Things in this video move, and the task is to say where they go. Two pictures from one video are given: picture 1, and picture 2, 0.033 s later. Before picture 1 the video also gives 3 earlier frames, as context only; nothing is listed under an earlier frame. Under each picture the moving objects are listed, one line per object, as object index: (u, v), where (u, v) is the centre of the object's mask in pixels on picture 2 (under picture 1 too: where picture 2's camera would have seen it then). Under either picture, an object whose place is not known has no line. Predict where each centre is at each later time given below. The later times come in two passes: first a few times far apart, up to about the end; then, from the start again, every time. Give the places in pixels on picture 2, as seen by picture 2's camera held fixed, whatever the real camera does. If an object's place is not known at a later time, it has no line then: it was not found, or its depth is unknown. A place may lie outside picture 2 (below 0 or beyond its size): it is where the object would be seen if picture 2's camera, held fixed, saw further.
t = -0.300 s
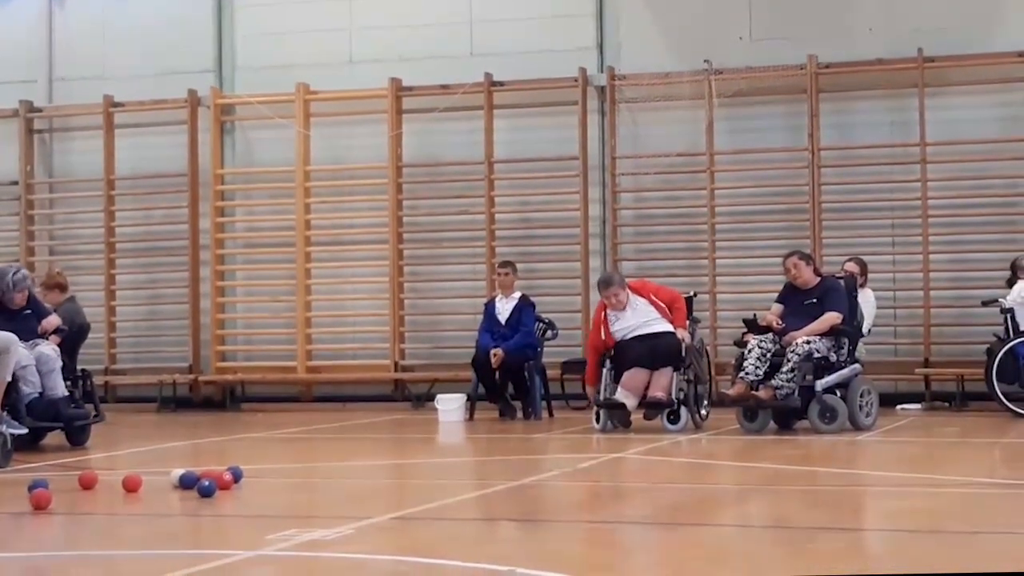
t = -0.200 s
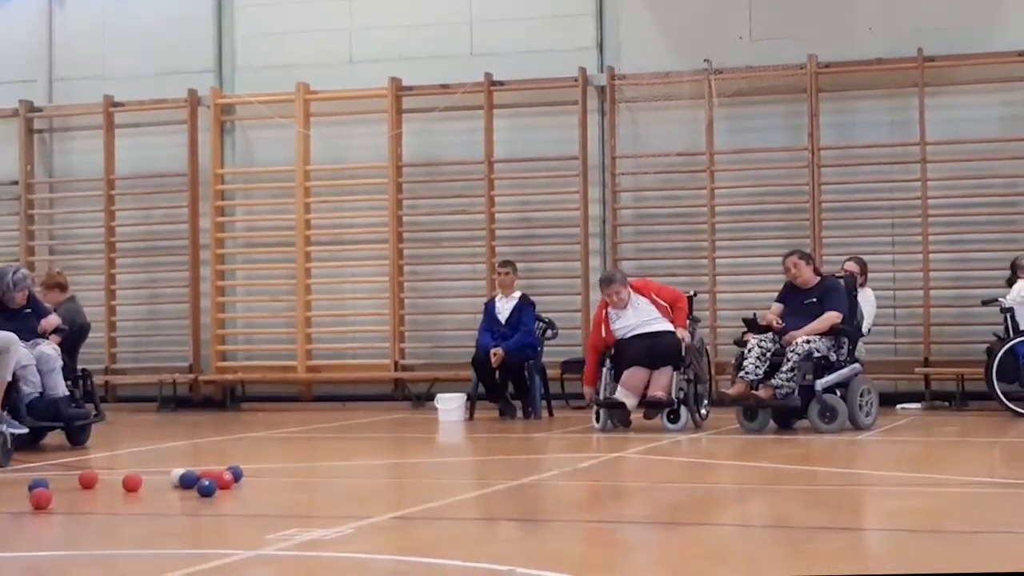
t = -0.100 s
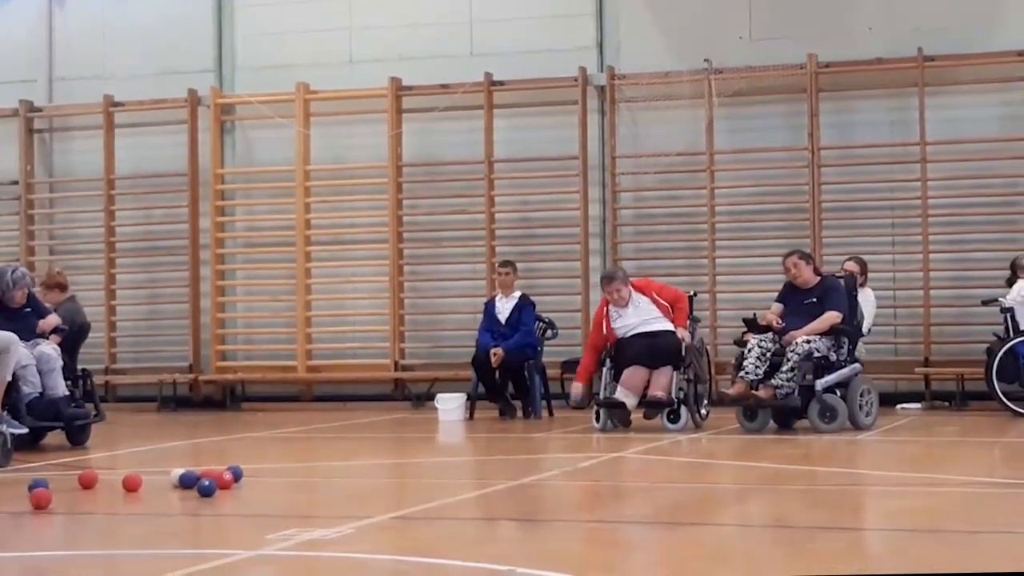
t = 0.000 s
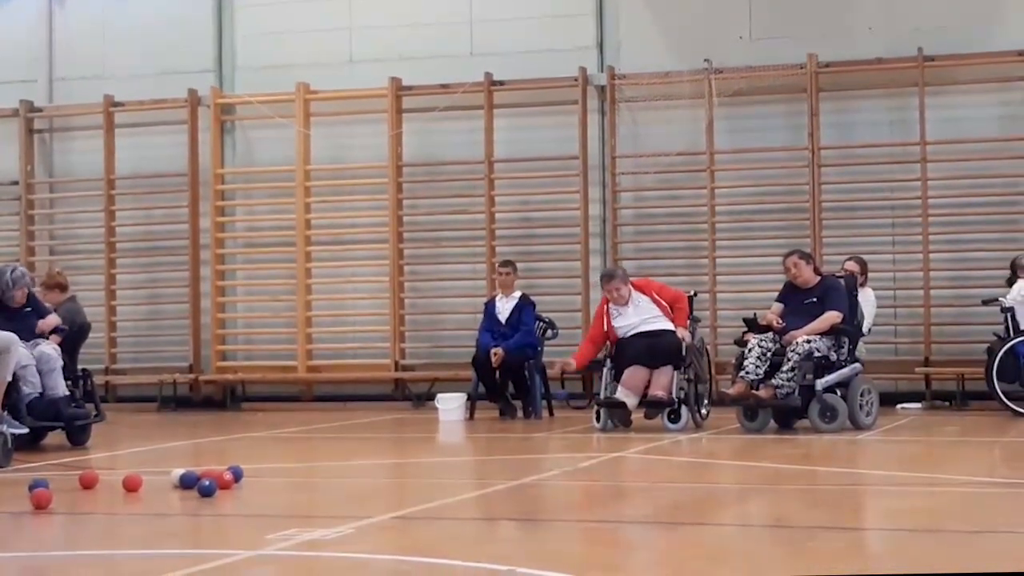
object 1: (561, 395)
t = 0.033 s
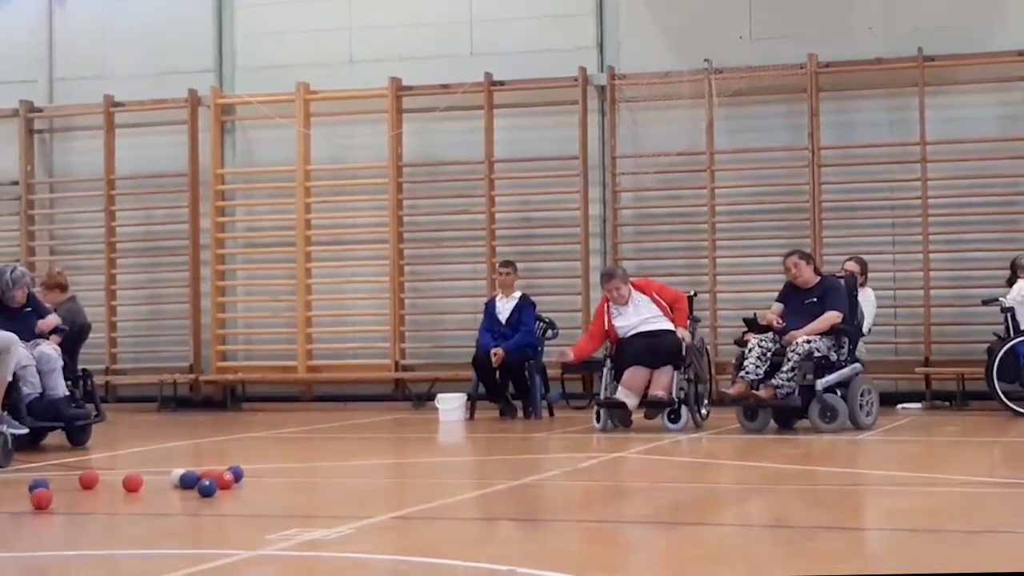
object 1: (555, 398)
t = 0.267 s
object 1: (506, 430)
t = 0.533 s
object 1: (462, 442)
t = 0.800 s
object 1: (416, 450)
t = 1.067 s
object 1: (370, 458)
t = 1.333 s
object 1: (324, 465)
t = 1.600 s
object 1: (279, 472)
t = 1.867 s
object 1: (239, 477)
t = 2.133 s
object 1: (244, 481)
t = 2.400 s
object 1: (250, 483)
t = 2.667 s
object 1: (251, 485)
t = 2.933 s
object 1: (253, 485)
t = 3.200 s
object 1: (253, 485)
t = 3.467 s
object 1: (252, 485)
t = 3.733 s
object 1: (252, 485)
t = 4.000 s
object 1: (252, 485)
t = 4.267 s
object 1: (252, 485)
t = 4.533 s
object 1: (252, 485)
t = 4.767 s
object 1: (252, 485)
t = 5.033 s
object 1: (252, 485)
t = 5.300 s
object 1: (252, 485)
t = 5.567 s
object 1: (252, 485)
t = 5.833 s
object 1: (251, 485)
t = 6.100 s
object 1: (252, 485)
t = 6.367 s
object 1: (252, 485)
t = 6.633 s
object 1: (252, 485)
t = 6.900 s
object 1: (252, 485)
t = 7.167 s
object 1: (252, 485)
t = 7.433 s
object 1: (252, 485)
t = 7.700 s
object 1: (252, 485)
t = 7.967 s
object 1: (252, 485)
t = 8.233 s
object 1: (252, 484)
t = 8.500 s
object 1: (252, 484)
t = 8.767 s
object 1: (252, 484)
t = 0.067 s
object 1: (545, 402)
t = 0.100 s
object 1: (538, 410)
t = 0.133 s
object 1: (531, 414)
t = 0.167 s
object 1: (525, 425)
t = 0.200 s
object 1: (517, 434)
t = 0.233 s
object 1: (511, 431)
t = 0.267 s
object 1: (506, 430)
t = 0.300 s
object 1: (501, 431)
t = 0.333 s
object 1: (495, 434)
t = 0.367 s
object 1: (490, 438)
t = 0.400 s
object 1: (484, 438)
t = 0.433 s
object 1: (479, 438)
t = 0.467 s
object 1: (473, 440)
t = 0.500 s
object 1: (467, 441)
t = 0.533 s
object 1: (462, 442)
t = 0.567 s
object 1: (456, 443)
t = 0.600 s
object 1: (450, 444)
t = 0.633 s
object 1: (444, 445)
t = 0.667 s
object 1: (439, 446)
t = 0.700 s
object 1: (433, 447)
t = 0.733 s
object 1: (428, 448)
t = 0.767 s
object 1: (422, 449)
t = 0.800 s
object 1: (416, 450)
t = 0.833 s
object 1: (411, 450)
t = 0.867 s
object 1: (405, 451)
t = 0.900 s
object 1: (399, 453)
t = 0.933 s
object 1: (394, 453)
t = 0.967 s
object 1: (388, 455)
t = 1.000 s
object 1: (382, 455)
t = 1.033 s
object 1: (376, 456)
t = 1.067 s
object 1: (370, 458)
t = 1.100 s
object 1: (365, 459)
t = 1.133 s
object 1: (359, 460)
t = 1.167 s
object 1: (353, 460)
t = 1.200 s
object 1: (347, 462)
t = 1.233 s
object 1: (341, 462)
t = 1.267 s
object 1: (336, 463)
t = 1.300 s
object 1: (330, 464)
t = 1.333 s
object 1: (324, 465)
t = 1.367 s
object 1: (318, 467)
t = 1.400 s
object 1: (313, 467)
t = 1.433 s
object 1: (307, 468)
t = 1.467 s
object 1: (302, 469)
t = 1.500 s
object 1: (296, 470)
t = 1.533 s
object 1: (290, 471)
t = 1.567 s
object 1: (284, 471)
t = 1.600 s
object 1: (279, 472)
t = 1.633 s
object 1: (274, 473)
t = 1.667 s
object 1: (268, 474)
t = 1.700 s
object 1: (262, 475)
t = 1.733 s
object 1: (257, 476)
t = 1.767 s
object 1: (252, 476)
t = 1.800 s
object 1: (246, 478)
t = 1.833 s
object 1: (241, 478)
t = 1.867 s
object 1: (239, 477)
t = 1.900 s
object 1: (239, 477)
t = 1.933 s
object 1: (240, 479)
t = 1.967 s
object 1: (241, 479)
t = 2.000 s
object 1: (241, 479)
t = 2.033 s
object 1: (241, 479)
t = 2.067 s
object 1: (242, 481)
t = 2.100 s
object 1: (244, 481)
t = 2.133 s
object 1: (244, 481)
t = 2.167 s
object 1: (245, 482)
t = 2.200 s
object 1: (246, 482)
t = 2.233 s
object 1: (247, 482)
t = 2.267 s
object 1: (248, 482)
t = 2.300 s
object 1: (249, 482)
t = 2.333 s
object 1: (249, 483)
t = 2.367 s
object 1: (249, 483)
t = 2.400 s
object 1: (250, 483)
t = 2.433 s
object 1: (250, 483)
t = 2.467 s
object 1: (250, 484)
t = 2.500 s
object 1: (250, 484)
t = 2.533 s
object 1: (250, 484)
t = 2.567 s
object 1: (250, 484)
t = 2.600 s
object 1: (250, 484)
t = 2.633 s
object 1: (251, 484)
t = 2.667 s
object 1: (251, 485)
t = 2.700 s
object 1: (252, 485)
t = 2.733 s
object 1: (252, 485)
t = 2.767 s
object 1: (252, 485)
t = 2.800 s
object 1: (252, 485)
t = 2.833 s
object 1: (252, 485)
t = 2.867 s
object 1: (252, 485)
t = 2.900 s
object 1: (253, 485)
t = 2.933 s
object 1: (253, 485)
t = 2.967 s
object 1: (253, 485)
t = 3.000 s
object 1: (253, 485)
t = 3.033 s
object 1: (253, 485)
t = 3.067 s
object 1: (253, 485)
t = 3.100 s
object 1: (253, 485)
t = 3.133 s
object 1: (253, 485)
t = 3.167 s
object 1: (253, 485)
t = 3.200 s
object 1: (253, 485)
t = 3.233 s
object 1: (253, 485)
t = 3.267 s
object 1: (253, 485)
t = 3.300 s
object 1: (253, 485)
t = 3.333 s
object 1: (253, 485)
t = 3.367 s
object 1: (253, 485)
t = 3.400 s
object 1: (252, 485)
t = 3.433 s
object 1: (252, 485)
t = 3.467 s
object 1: (252, 485)
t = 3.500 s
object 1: (252, 485)
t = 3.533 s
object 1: (252, 485)
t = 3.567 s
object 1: (252, 485)
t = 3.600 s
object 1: (252, 485)
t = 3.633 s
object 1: (252, 485)
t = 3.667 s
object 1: (252, 485)
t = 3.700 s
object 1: (252, 485)
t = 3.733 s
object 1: (252, 485)
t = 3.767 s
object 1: (252, 485)
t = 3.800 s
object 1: (252, 485)
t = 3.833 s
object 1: (252, 485)
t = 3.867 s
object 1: (252, 485)
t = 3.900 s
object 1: (252, 485)
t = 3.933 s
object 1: (252, 485)
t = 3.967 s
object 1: (252, 485)
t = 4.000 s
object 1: (252, 485)
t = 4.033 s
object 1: (252, 485)
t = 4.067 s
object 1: (252, 485)
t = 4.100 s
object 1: (252, 485)
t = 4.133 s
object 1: (252, 485)
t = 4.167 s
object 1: (252, 485)
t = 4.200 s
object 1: (252, 485)
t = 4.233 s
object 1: (252, 485)
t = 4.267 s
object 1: (252, 485)
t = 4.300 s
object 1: (252, 485)
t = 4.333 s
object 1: (252, 485)
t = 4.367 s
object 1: (252, 485)
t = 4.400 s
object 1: (252, 485)
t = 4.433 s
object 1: (252, 485)
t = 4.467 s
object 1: (252, 485)
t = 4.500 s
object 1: (252, 485)
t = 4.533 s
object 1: (252, 485)
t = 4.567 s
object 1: (252, 485)
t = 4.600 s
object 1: (252, 485)
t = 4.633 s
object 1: (252, 485)
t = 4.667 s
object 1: (252, 485)
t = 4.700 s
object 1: (252, 485)
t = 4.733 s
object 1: (252, 485)
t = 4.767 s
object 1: (252, 485)
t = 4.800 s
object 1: (252, 485)
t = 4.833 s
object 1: (252, 485)
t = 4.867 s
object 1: (252, 485)
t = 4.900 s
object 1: (252, 485)
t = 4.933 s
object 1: (252, 485)
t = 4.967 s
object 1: (252, 485)
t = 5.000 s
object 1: (252, 485)
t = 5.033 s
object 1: (252, 485)
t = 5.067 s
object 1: (252, 485)
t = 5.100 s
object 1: (252, 485)
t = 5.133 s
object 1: (251, 485)
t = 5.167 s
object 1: (252, 485)
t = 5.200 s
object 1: (252, 485)
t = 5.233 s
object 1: (252, 485)
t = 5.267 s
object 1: (252, 485)
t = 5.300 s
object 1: (252, 485)
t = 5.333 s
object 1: (252, 485)
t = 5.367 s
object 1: (252, 485)
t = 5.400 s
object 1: (252, 485)
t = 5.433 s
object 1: (252, 485)
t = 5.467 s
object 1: (252, 485)
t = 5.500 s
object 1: (252, 485)
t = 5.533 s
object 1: (252, 485)
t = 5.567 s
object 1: (252, 485)
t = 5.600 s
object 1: (252, 485)
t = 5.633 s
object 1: (252, 485)
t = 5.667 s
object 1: (252, 485)
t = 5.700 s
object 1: (252, 485)
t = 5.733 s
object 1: (252, 485)
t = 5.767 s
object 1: (252, 485)
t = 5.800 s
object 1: (251, 485)
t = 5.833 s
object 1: (251, 485)
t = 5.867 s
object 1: (251, 485)
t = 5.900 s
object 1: (252, 485)
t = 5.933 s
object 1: (251, 485)
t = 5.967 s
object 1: (251, 485)
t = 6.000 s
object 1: (252, 485)
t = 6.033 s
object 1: (252, 485)
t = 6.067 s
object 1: (252, 485)
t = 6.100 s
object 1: (252, 485)
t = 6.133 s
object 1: (252, 485)
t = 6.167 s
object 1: (252, 485)
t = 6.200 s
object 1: (252, 485)
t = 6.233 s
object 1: (252, 485)
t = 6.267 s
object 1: (252, 485)
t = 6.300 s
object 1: (252, 485)
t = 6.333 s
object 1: (252, 485)
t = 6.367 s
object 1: (252, 485)
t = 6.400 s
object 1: (252, 485)
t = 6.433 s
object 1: (252, 485)
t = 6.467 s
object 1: (252, 485)
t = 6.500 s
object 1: (252, 485)
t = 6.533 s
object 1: (252, 485)
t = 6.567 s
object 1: (252, 485)
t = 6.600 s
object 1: (252, 485)
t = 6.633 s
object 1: (252, 485)
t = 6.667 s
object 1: (252, 485)
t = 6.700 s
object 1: (252, 485)
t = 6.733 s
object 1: (252, 485)
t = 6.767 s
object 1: (252, 485)
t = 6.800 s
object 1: (252, 485)
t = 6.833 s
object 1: (252, 485)
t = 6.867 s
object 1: (252, 485)
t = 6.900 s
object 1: (252, 485)
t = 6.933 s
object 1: (252, 485)
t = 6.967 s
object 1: (252, 485)
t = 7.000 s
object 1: (252, 485)
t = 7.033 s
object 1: (252, 485)
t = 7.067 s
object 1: (252, 485)
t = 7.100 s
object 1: (252, 485)
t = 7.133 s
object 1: (252, 485)
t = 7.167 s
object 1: (252, 485)
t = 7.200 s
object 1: (252, 485)
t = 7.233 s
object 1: (252, 485)
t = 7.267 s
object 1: (252, 485)
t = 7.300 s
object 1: (252, 485)
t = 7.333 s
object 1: (252, 485)
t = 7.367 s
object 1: (252, 485)
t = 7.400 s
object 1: (252, 484)
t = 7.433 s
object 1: (252, 485)
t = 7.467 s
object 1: (252, 485)
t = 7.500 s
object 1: (252, 484)
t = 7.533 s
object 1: (252, 484)
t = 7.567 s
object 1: (252, 484)
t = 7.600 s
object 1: (252, 485)
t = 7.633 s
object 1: (252, 484)
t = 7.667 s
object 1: (252, 485)
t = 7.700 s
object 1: (252, 485)
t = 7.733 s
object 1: (252, 485)
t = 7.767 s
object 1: (252, 485)
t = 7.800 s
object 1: (252, 485)
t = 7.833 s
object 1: (252, 485)
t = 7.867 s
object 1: (252, 485)
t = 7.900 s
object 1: (252, 485)
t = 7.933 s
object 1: (252, 485)
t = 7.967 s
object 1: (252, 485)
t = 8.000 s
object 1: (252, 485)
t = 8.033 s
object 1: (252, 485)
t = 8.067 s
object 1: (252, 484)
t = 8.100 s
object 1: (252, 484)
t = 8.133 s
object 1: (252, 484)
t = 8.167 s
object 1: (252, 484)
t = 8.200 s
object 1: (252, 484)
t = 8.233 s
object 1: (252, 484)
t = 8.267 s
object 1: (252, 484)
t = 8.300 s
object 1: (252, 484)
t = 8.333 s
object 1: (252, 485)
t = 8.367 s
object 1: (252, 485)
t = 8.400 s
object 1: (252, 485)
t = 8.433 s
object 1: (252, 485)
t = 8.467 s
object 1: (252, 484)
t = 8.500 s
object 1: (252, 484)
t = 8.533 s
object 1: (252, 484)
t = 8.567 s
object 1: (252, 484)
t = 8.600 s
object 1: (252, 484)
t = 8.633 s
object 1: (252, 484)
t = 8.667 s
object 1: (252, 484)
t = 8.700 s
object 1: (252, 484)
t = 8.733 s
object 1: (252, 484)
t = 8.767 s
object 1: (252, 484)
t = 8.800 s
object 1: (252, 484)
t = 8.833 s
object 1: (252, 484)
